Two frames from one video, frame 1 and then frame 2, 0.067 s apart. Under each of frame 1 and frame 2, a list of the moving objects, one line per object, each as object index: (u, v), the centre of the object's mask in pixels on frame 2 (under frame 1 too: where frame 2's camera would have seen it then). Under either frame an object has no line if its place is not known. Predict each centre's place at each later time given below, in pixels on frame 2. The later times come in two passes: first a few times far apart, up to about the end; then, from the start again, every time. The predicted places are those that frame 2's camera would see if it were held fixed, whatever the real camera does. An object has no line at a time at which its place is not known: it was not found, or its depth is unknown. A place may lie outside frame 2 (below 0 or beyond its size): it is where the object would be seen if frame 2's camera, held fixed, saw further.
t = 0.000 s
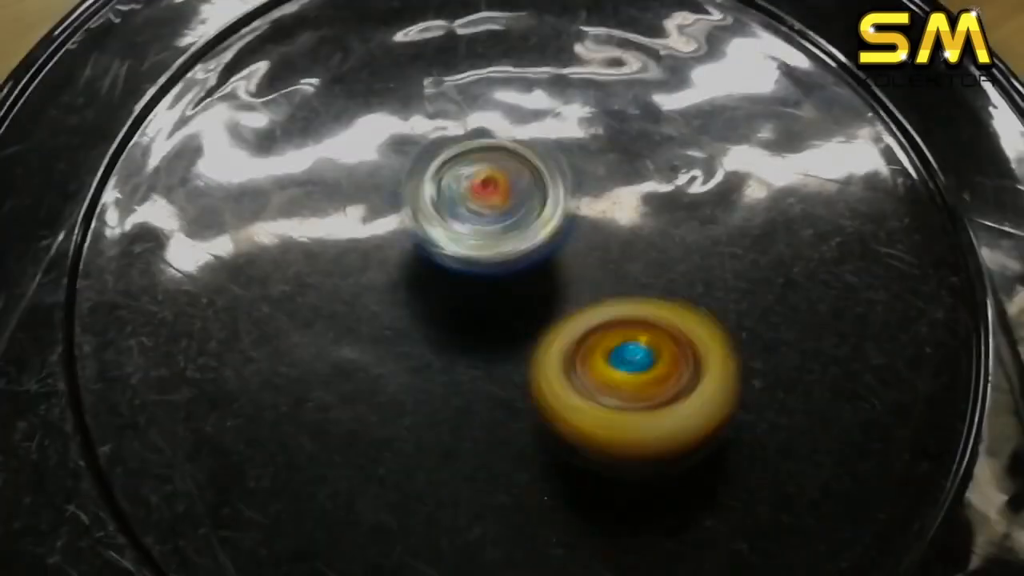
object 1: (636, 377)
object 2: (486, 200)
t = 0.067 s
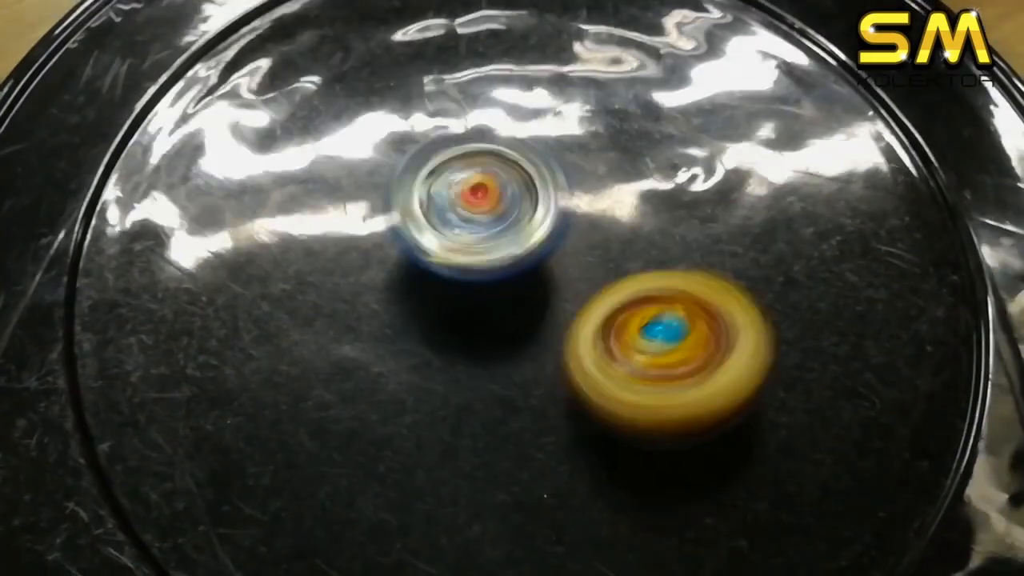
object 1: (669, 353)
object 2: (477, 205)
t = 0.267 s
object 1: (703, 258)
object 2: (485, 233)
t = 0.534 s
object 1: (631, 138)
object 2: (526, 253)
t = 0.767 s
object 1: (515, 87)
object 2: (529, 270)
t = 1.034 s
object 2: (520, 260)
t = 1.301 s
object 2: (581, 268)
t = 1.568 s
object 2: (612, 214)
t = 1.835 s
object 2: (542, 168)
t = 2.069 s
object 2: (404, 199)
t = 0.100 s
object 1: (679, 338)
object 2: (475, 210)
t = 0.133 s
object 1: (689, 321)
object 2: (477, 215)
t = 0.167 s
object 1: (697, 306)
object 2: (475, 222)
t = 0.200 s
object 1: (702, 290)
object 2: (478, 227)
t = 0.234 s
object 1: (705, 273)
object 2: (480, 232)
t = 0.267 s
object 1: (703, 258)
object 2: (485, 233)
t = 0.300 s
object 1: (701, 240)
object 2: (489, 239)
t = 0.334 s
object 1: (696, 224)
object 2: (497, 242)
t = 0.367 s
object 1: (689, 208)
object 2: (507, 245)
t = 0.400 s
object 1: (679, 193)
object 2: (511, 247)
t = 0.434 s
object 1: (668, 177)
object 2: (512, 246)
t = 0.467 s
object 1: (658, 163)
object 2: (516, 250)
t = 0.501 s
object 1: (646, 149)
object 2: (521, 252)
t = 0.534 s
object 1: (631, 138)
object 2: (526, 253)
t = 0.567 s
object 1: (614, 125)
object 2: (530, 250)
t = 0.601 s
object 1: (598, 117)
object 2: (528, 253)
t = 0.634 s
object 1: (582, 105)
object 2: (526, 257)
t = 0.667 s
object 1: (566, 98)
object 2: (524, 261)
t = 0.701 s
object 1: (548, 93)
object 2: (526, 267)
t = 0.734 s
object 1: (531, 88)
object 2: (529, 269)
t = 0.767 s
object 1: (515, 87)
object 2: (529, 270)
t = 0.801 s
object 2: (531, 266)
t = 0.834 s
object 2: (534, 265)
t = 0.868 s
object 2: (533, 260)
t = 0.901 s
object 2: (532, 256)
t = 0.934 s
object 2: (531, 255)
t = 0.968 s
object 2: (530, 254)
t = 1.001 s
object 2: (527, 256)
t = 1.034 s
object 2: (520, 260)
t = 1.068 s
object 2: (529, 263)
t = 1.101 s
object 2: (537, 267)
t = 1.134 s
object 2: (546, 275)
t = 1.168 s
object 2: (553, 276)
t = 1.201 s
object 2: (559, 276)
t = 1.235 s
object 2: (562, 277)
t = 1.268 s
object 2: (569, 273)
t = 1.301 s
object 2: (581, 268)
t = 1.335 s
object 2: (593, 261)
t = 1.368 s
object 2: (600, 258)
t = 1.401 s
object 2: (606, 252)
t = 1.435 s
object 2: (610, 242)
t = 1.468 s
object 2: (613, 234)
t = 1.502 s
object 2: (615, 224)
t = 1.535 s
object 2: (615, 217)
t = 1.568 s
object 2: (612, 214)
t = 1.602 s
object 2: (606, 211)
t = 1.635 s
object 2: (607, 205)
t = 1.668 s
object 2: (604, 195)
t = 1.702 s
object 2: (593, 186)
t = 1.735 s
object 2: (581, 177)
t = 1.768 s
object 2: (570, 173)
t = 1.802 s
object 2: (553, 171)
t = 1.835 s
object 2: (542, 168)
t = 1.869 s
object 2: (529, 171)
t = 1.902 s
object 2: (516, 171)
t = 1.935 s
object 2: (493, 166)
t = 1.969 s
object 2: (466, 170)
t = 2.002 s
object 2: (442, 179)
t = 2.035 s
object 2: (422, 186)
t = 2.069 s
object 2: (404, 199)
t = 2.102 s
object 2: (391, 211)
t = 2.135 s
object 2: (384, 221)
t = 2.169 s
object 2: (383, 234)
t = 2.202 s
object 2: (385, 248)
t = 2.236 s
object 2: (390, 257)
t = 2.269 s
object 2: (399, 265)
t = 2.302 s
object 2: (410, 273)
